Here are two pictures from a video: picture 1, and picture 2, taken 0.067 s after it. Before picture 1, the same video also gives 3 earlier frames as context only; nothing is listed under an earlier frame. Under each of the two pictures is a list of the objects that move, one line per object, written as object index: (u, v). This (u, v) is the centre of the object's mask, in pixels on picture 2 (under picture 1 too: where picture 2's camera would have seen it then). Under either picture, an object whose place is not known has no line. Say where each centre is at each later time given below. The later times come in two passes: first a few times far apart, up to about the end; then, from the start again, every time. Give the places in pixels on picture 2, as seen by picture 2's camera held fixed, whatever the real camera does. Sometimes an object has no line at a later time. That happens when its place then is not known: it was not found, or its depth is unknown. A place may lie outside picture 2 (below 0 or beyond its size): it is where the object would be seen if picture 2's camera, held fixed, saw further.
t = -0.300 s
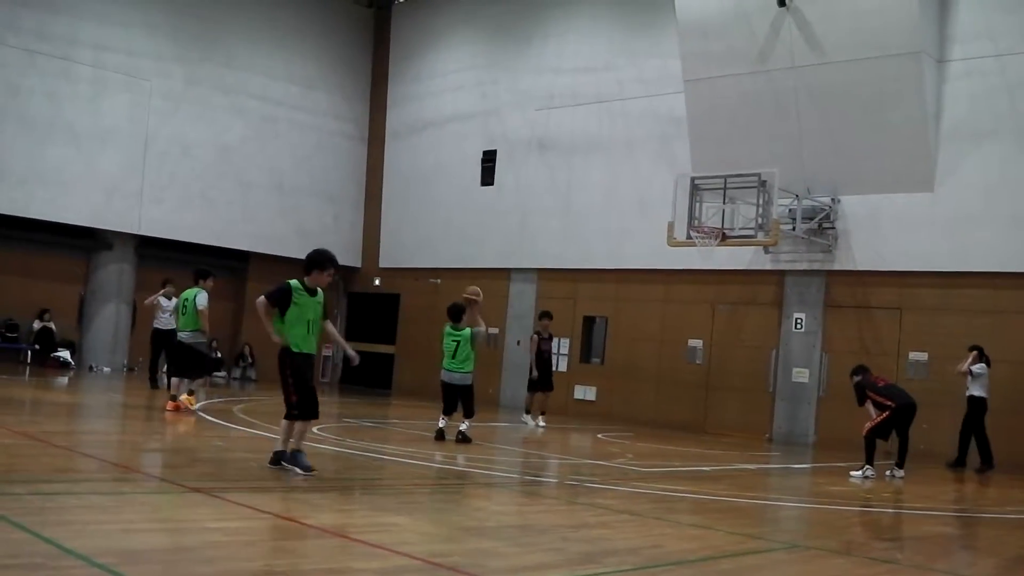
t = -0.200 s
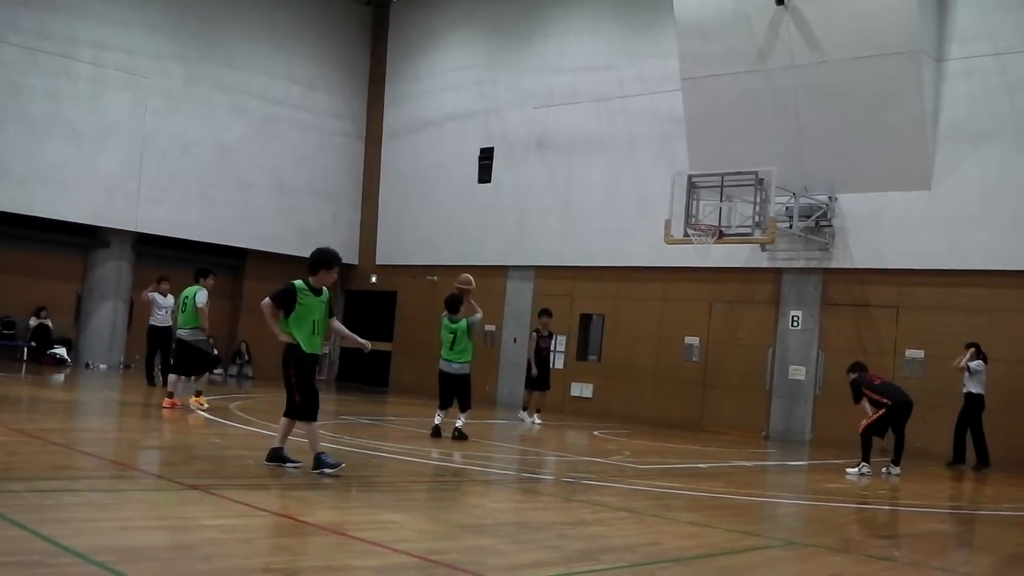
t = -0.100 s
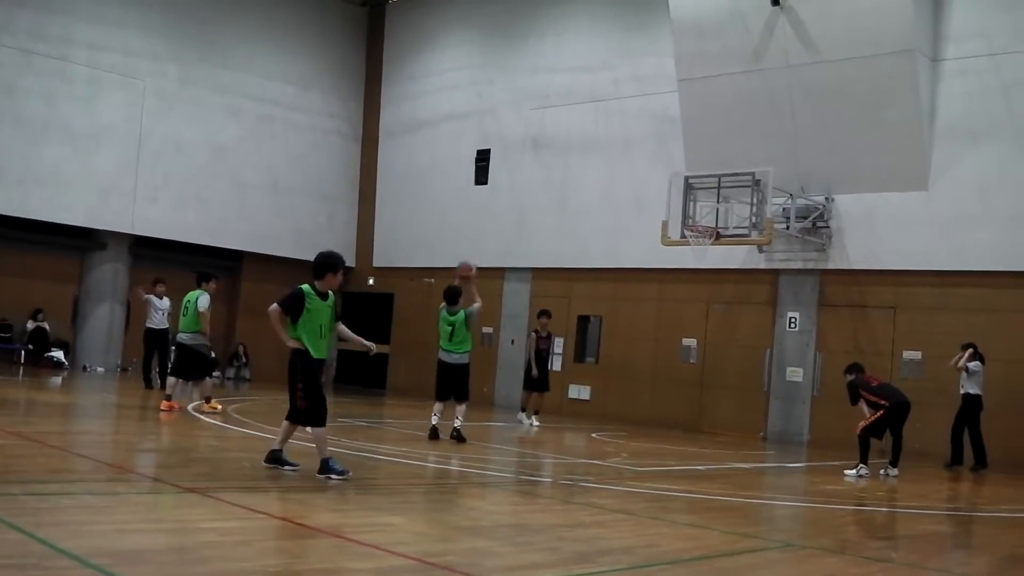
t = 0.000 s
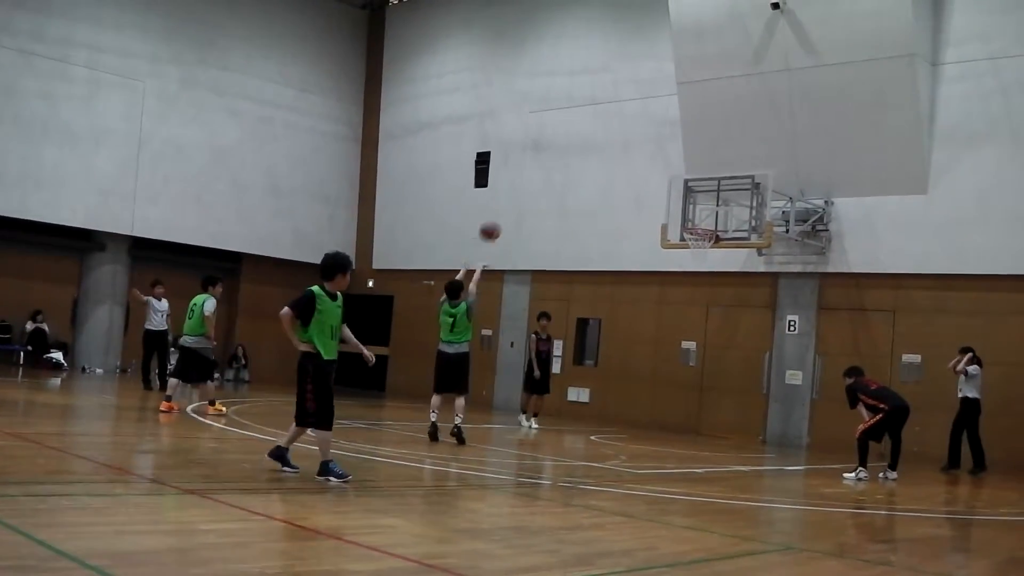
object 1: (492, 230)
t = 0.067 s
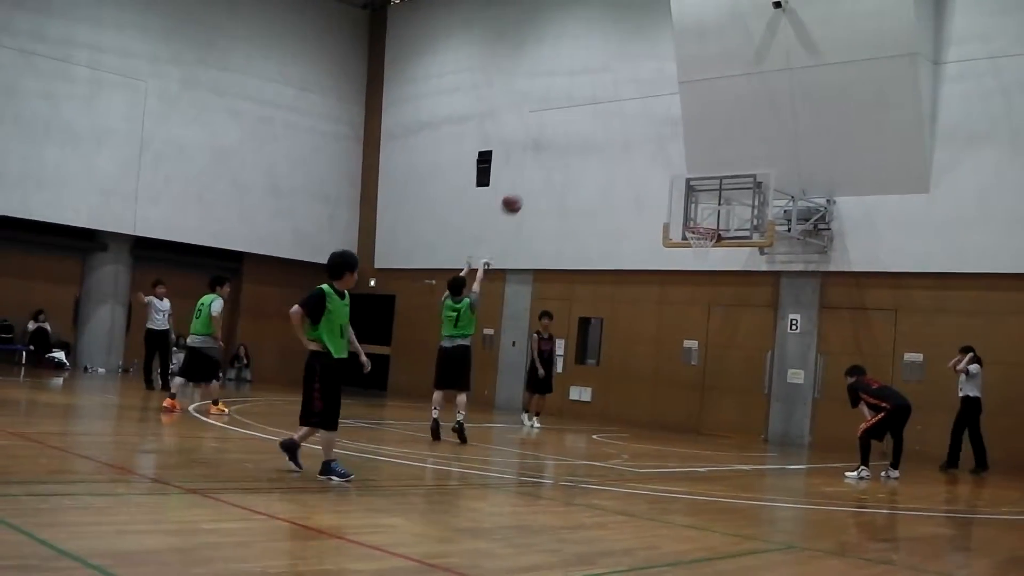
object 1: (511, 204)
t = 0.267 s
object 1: (565, 151)
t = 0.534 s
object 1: (624, 131)
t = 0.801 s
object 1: (672, 163)
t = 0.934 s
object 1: (692, 195)
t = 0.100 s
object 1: (521, 192)
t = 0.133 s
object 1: (530, 182)
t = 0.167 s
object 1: (539, 173)
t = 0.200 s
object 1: (548, 165)
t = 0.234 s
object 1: (557, 157)
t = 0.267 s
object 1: (565, 151)
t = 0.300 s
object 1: (573, 146)
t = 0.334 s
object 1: (581, 141)
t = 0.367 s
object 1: (588, 137)
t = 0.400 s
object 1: (595, 134)
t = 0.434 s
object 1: (603, 132)
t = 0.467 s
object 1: (610, 131)
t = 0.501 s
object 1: (617, 131)
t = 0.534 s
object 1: (624, 131)
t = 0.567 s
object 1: (630, 133)
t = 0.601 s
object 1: (637, 135)
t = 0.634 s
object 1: (643, 139)
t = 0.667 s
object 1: (649, 142)
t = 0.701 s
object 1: (655, 146)
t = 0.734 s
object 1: (661, 151)
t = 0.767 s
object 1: (666, 157)
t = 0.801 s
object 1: (672, 163)
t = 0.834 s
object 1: (677, 170)
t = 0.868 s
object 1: (682, 178)
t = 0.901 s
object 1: (686, 188)
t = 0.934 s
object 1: (692, 195)
